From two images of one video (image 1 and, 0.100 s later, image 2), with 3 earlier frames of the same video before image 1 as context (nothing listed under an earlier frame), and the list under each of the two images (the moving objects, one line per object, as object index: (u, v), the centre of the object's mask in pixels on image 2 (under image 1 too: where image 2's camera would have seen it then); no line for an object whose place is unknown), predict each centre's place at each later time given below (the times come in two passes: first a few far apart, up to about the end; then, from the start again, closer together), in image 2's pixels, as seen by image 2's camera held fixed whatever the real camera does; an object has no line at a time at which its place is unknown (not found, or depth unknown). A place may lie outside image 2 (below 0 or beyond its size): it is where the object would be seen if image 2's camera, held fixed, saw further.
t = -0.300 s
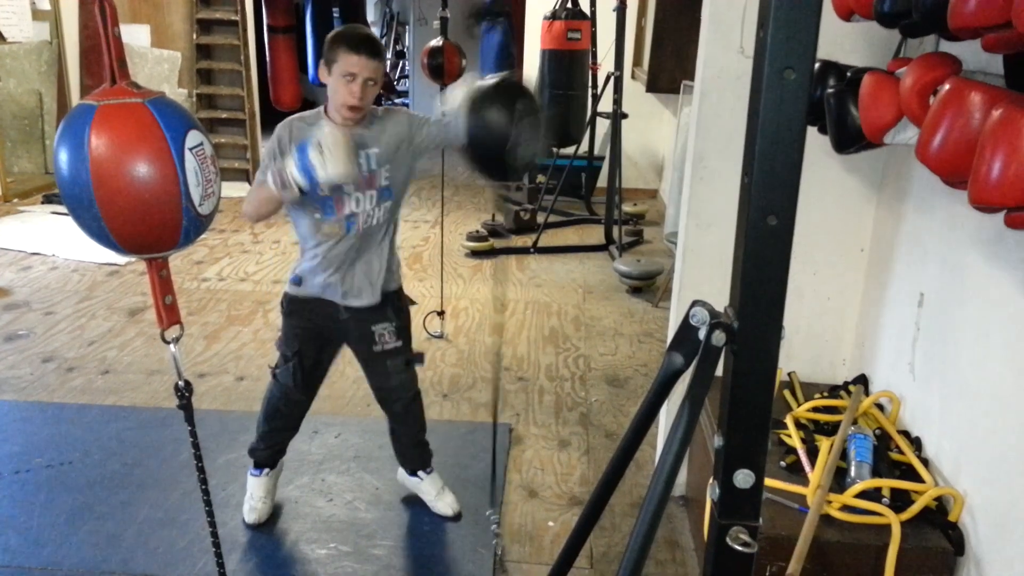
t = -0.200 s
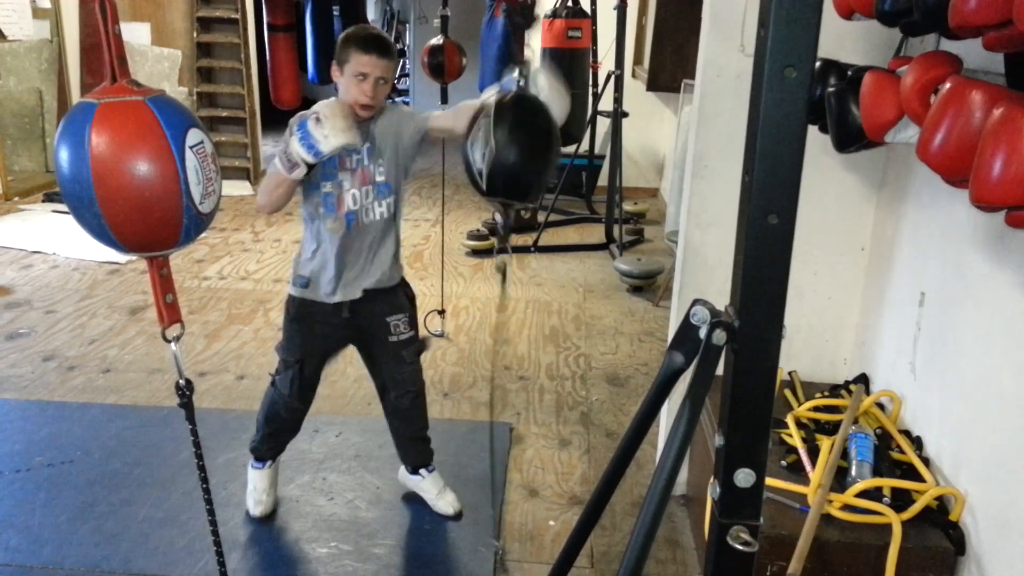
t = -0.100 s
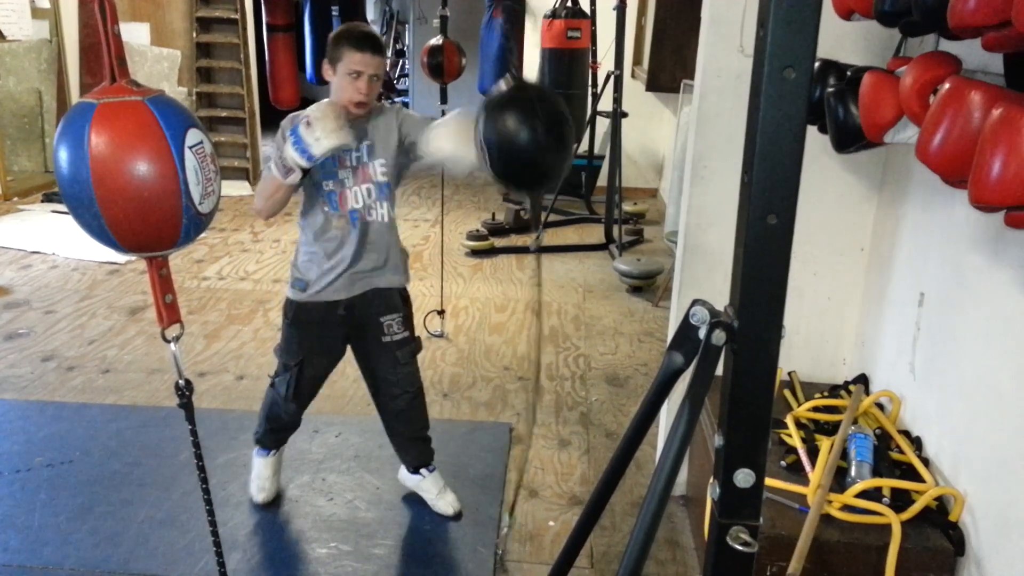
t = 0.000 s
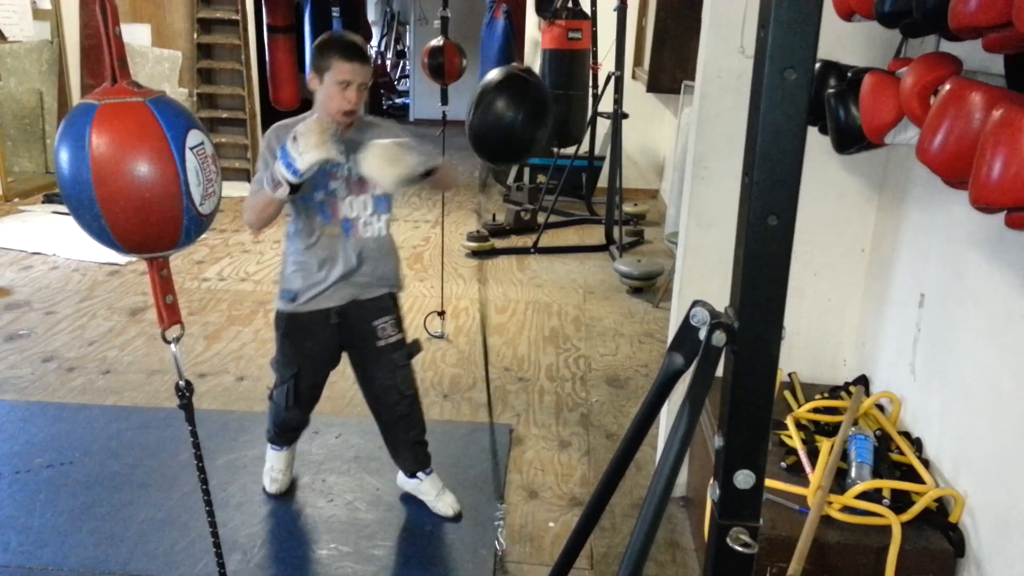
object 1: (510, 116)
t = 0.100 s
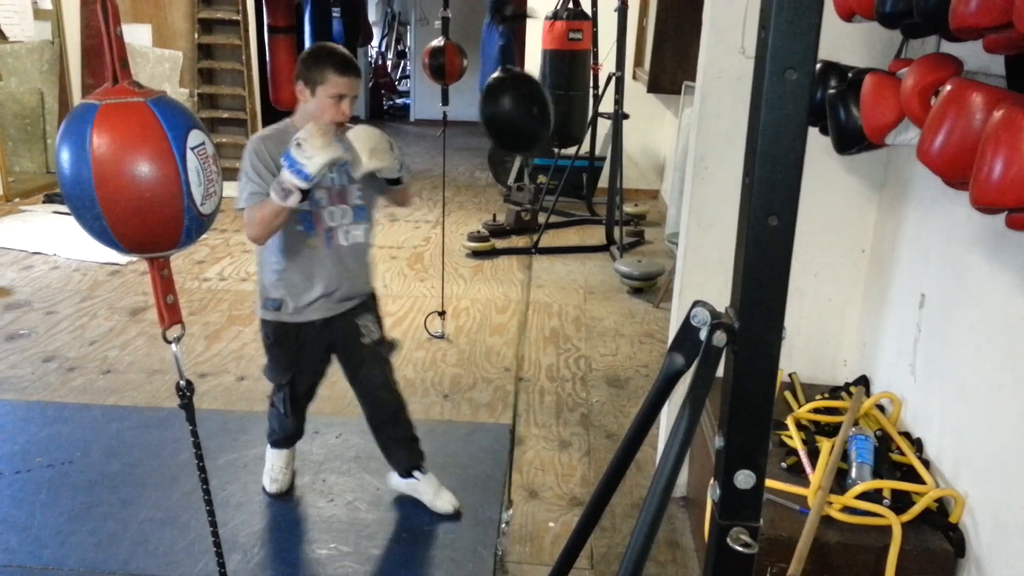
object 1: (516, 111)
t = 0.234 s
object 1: (511, 101)
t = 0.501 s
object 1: (521, 136)
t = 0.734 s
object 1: (513, 116)
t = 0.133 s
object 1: (519, 105)
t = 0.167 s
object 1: (515, 99)
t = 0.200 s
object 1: (511, 98)
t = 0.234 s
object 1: (511, 101)
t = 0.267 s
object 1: (516, 107)
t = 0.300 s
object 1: (520, 116)
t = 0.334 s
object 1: (522, 123)
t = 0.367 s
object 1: (523, 130)
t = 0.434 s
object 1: (521, 134)
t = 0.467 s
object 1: (520, 135)
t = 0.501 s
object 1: (521, 136)
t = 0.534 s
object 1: (523, 134)
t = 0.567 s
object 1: (522, 131)
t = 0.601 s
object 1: (519, 126)
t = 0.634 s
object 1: (515, 125)
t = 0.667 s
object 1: (513, 125)
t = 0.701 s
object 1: (512, 122)
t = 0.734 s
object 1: (513, 116)
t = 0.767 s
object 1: (514, 109)
